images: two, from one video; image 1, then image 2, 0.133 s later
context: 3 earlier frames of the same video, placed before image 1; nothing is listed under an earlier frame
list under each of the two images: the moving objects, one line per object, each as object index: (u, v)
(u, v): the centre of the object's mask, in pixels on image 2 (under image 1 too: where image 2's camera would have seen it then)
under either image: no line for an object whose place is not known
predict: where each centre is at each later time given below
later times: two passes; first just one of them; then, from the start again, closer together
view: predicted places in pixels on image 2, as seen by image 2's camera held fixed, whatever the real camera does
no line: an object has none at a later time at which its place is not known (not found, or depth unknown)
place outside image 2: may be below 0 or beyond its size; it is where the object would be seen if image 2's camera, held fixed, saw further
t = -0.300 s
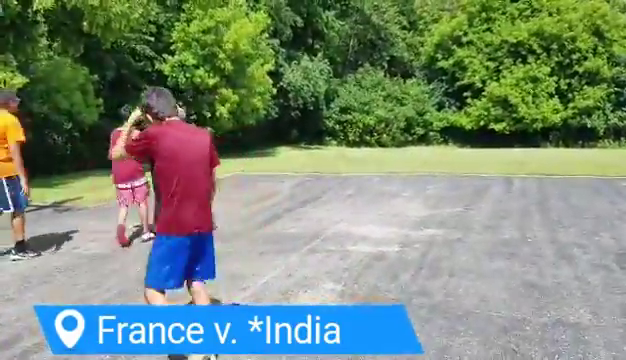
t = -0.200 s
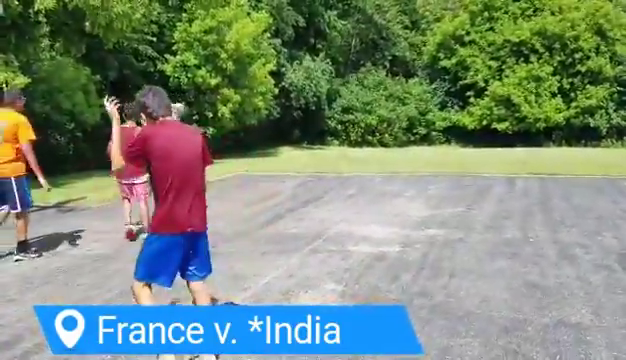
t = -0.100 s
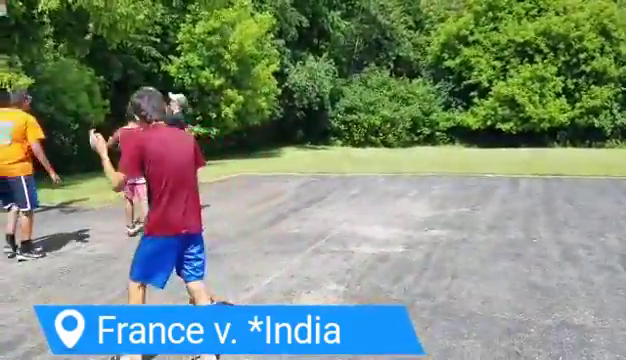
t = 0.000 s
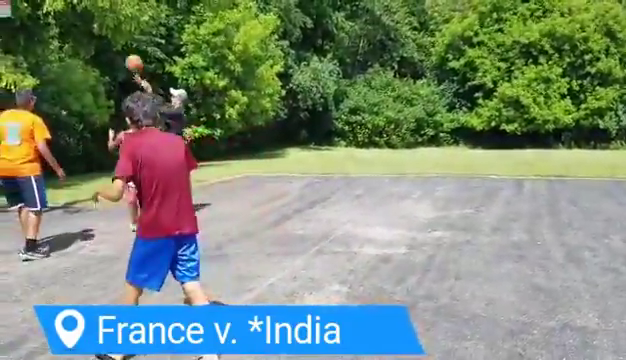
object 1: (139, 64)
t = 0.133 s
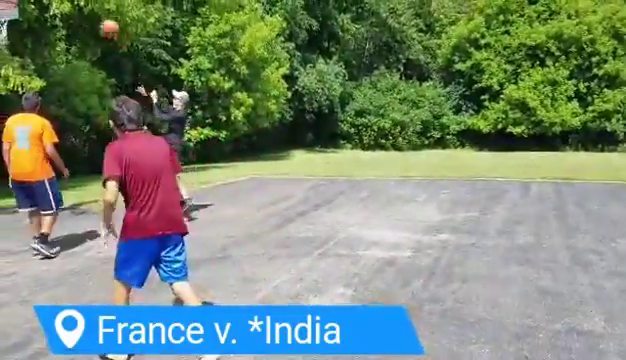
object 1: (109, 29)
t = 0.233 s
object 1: (90, 9)
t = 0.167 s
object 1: (102, 21)
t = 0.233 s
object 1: (90, 9)
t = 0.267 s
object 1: (83, 4)
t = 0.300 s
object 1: (78, 1)
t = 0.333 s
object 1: (70, -4)
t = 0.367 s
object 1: (62, -7)
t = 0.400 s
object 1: (56, -8)
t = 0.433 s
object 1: (47, -9)
